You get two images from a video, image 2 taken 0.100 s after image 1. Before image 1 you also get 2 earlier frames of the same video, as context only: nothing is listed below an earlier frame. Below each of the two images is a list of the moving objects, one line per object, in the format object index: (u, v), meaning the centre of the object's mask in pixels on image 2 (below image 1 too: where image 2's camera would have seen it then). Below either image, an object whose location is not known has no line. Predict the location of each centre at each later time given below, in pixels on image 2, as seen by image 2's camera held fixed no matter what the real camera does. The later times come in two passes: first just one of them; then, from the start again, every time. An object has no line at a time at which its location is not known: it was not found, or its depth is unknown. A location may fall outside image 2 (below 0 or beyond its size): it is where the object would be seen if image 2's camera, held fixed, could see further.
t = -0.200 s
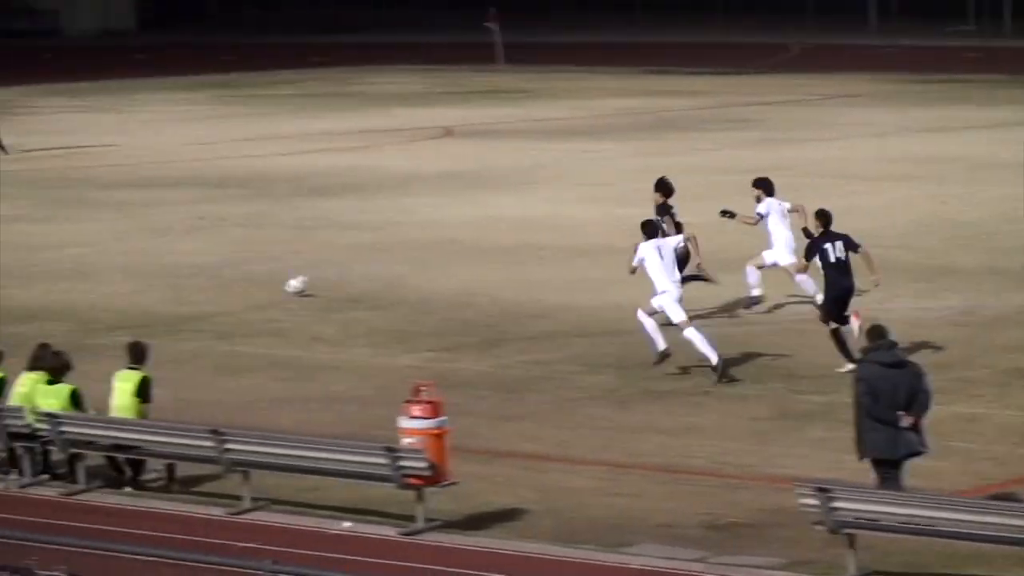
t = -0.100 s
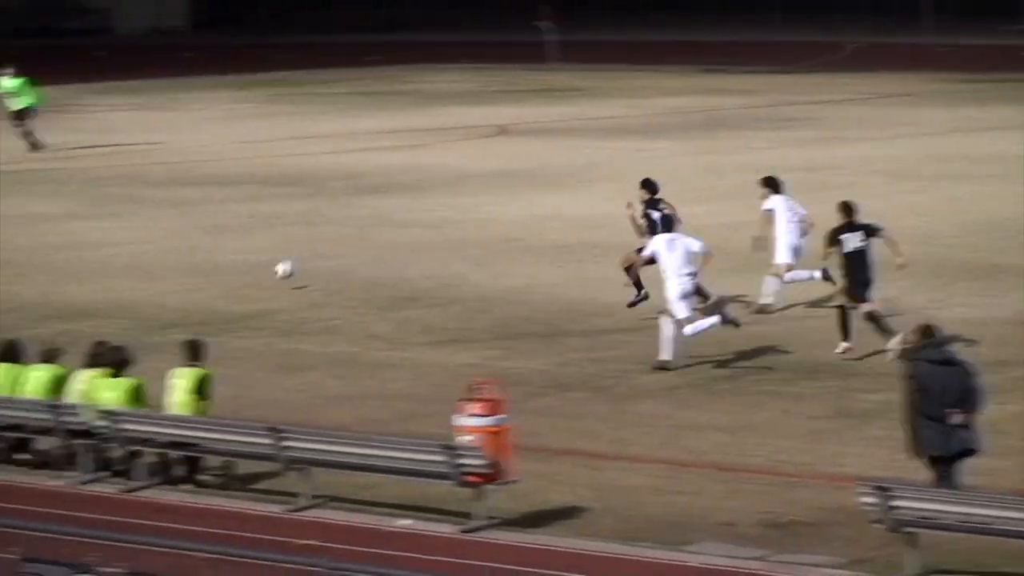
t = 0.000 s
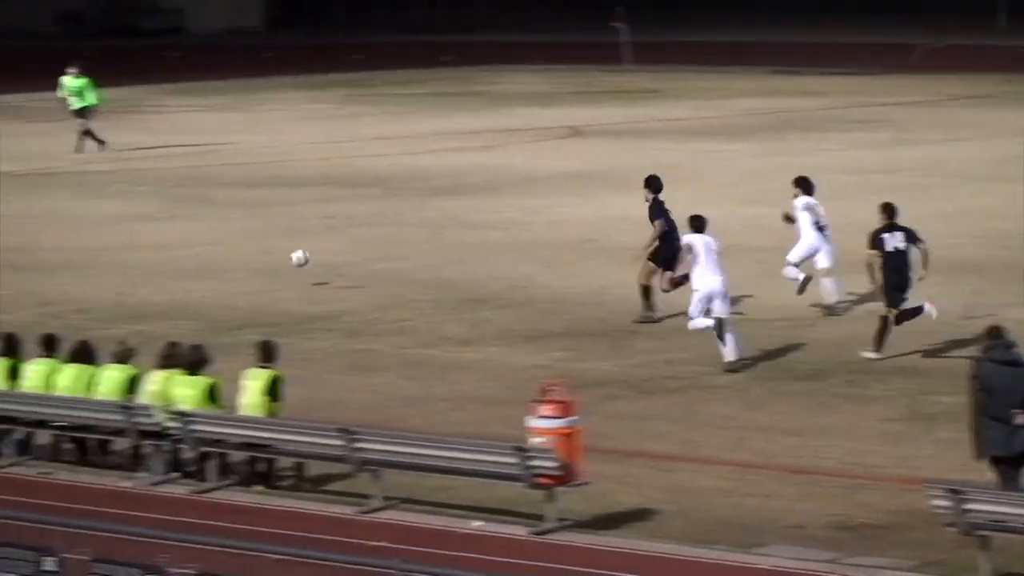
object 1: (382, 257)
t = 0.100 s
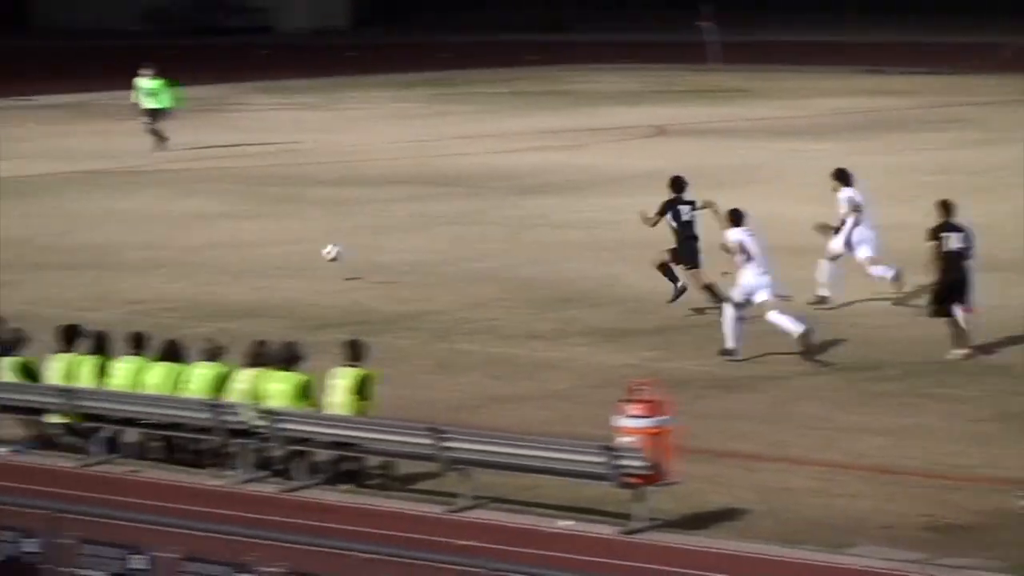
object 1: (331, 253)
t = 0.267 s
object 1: (251, 267)
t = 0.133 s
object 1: (315, 254)
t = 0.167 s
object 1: (299, 255)
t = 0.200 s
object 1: (282, 257)
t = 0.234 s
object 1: (267, 261)
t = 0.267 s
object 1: (251, 267)
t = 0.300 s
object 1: (237, 267)
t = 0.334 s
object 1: (224, 260)
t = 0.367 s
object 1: (211, 256)
